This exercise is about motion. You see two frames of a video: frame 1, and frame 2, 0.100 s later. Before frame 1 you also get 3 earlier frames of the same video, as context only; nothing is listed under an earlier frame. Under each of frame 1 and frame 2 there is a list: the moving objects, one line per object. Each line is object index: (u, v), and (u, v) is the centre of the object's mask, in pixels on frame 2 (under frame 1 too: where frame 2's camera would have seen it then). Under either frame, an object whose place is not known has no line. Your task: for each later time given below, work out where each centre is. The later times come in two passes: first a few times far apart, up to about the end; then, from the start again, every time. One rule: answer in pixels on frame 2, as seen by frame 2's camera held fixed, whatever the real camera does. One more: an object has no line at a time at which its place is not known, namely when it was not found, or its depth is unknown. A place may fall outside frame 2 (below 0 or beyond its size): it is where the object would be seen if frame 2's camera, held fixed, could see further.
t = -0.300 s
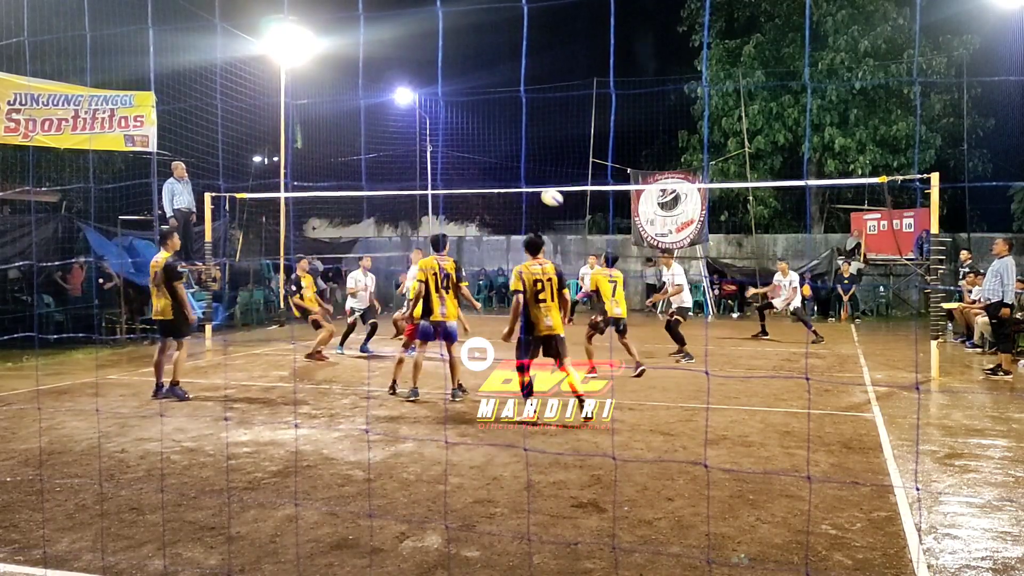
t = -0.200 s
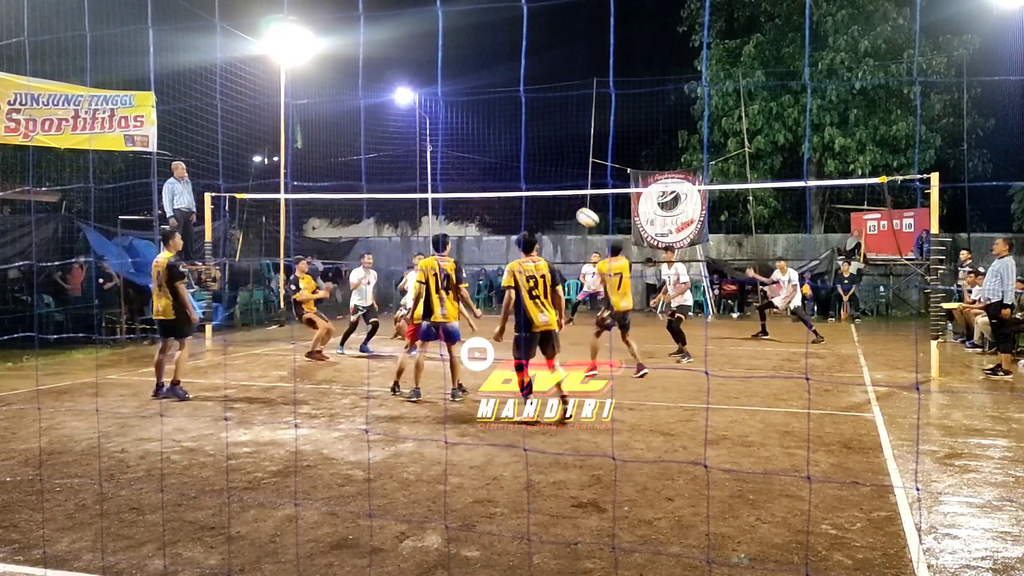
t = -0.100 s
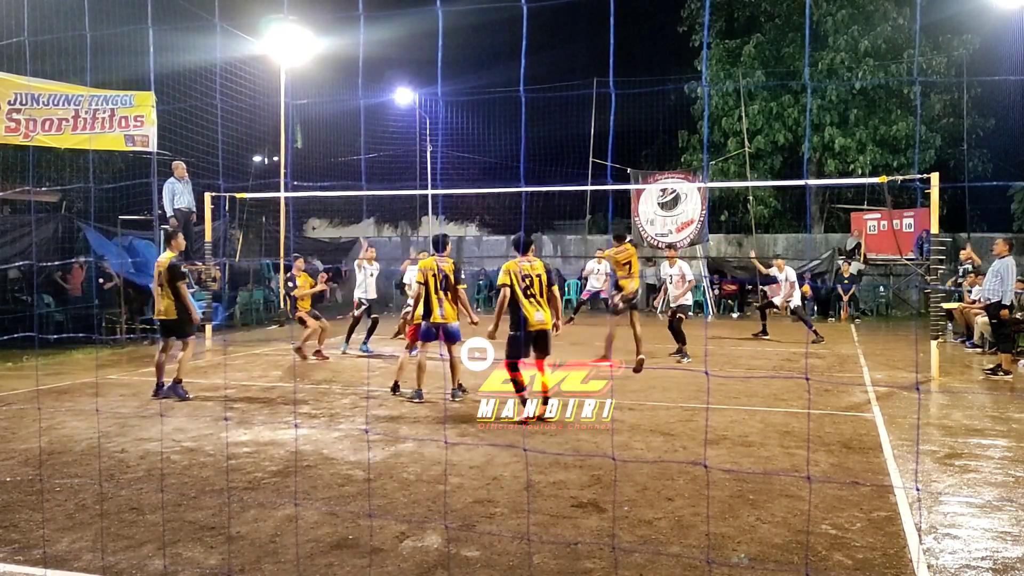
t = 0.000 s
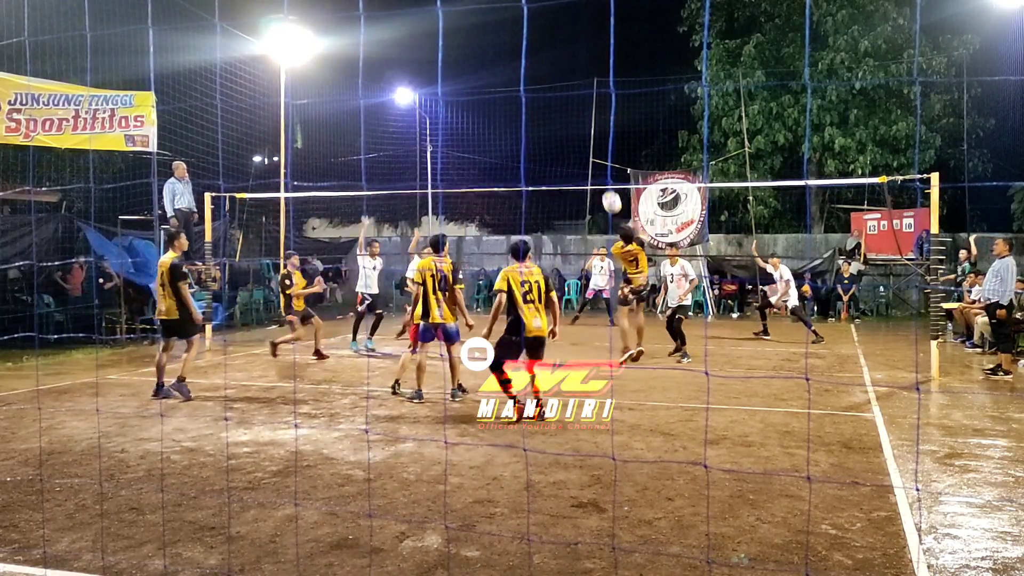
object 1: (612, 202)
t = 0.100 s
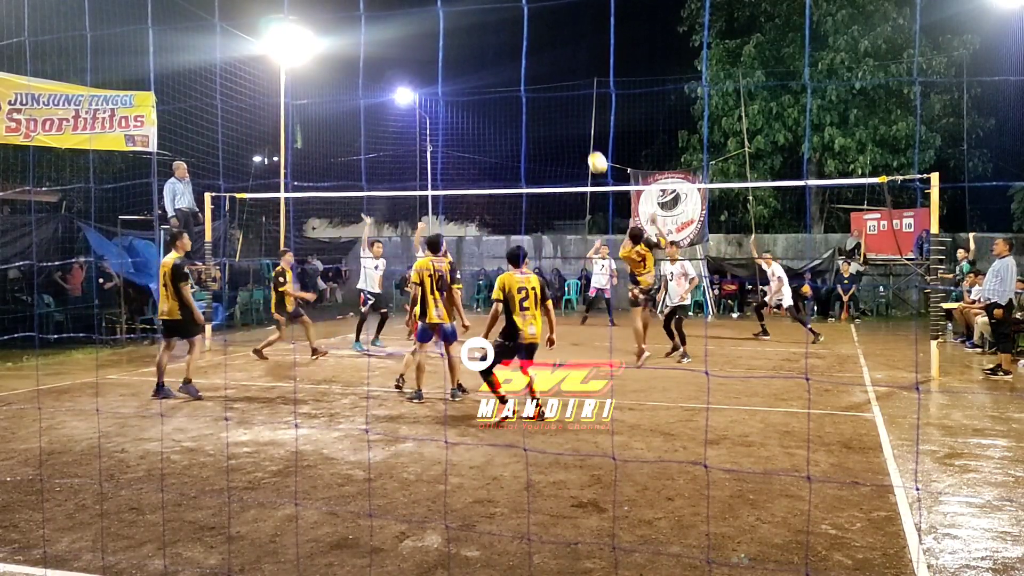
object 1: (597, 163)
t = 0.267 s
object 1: (572, 112)
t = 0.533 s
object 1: (528, 76)
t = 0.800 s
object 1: (478, 104)
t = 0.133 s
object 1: (592, 151)
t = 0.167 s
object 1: (587, 140)
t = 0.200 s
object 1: (582, 130)
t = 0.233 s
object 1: (577, 120)
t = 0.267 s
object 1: (572, 112)
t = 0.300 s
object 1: (566, 105)
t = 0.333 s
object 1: (561, 98)
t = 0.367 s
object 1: (556, 92)
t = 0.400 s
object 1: (550, 87)
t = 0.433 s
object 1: (545, 83)
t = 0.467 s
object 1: (539, 80)
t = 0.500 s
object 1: (533, 77)
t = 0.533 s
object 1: (528, 76)
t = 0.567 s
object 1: (522, 75)
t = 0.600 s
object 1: (515, 76)
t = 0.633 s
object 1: (510, 78)
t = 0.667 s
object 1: (503, 81)
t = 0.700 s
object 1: (497, 85)
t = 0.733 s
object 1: (491, 90)
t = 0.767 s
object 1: (485, 96)
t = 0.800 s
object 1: (478, 104)
